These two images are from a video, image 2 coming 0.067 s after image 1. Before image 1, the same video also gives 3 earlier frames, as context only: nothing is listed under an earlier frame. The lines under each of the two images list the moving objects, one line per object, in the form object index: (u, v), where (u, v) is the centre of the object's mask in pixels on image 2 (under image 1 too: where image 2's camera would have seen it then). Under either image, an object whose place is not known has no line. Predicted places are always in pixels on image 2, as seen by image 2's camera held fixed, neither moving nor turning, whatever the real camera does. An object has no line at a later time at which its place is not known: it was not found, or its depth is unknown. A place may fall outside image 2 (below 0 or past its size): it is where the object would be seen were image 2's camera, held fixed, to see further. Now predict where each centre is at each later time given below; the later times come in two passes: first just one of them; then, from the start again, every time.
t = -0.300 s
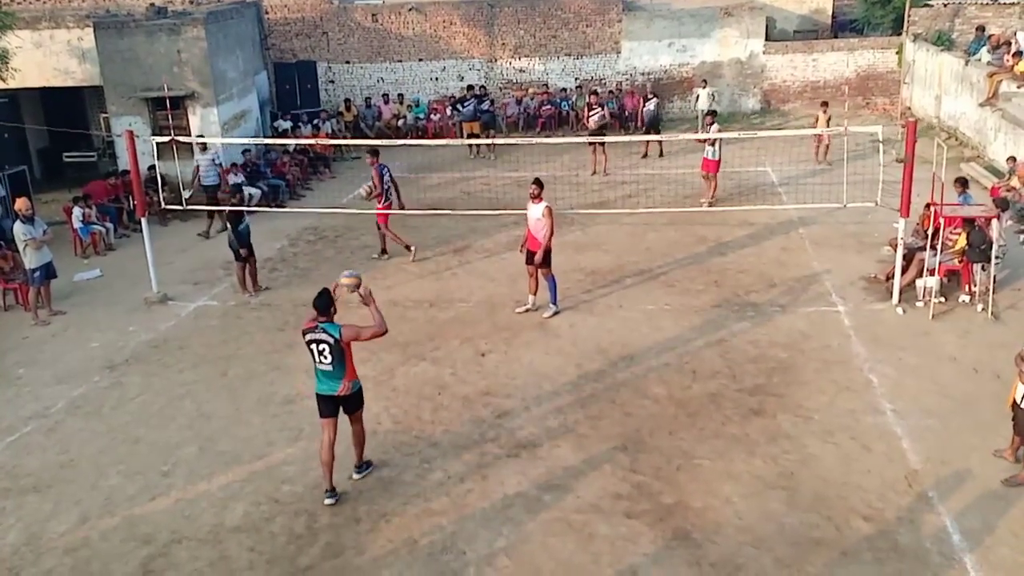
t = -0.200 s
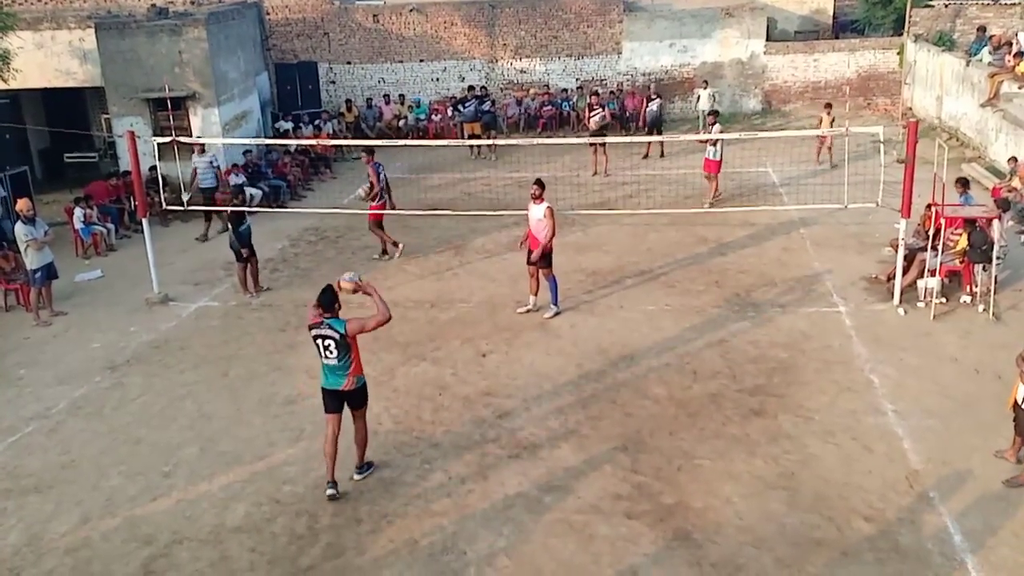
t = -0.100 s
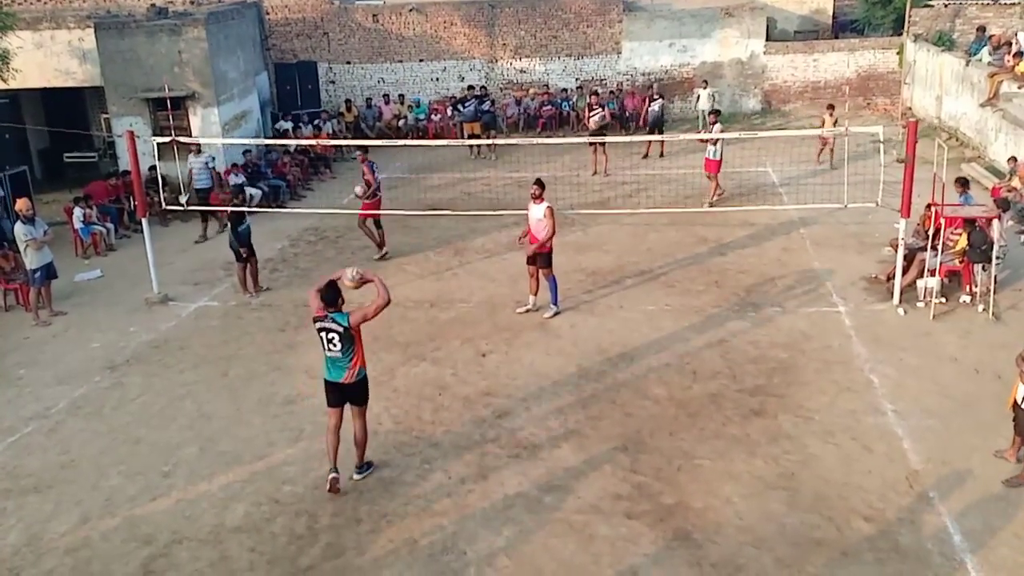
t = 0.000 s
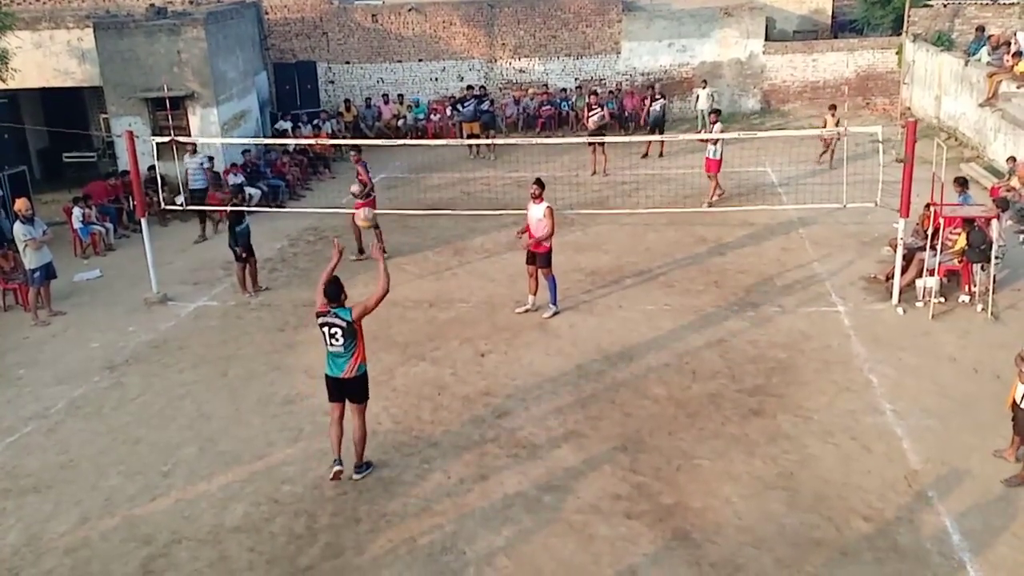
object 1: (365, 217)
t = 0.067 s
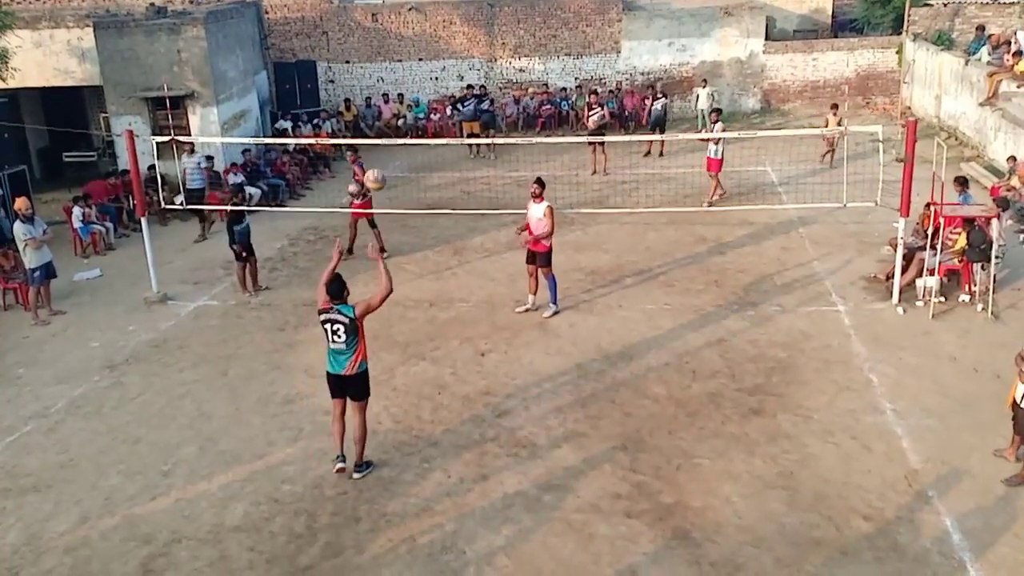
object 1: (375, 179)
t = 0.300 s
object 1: (406, 88)
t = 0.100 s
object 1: (379, 161)
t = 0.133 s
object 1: (383, 146)
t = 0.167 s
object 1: (388, 132)
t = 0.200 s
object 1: (392, 119)
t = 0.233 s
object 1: (396, 107)
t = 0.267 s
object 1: (400, 97)
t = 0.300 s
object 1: (406, 88)
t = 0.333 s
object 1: (410, 81)
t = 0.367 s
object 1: (415, 76)
